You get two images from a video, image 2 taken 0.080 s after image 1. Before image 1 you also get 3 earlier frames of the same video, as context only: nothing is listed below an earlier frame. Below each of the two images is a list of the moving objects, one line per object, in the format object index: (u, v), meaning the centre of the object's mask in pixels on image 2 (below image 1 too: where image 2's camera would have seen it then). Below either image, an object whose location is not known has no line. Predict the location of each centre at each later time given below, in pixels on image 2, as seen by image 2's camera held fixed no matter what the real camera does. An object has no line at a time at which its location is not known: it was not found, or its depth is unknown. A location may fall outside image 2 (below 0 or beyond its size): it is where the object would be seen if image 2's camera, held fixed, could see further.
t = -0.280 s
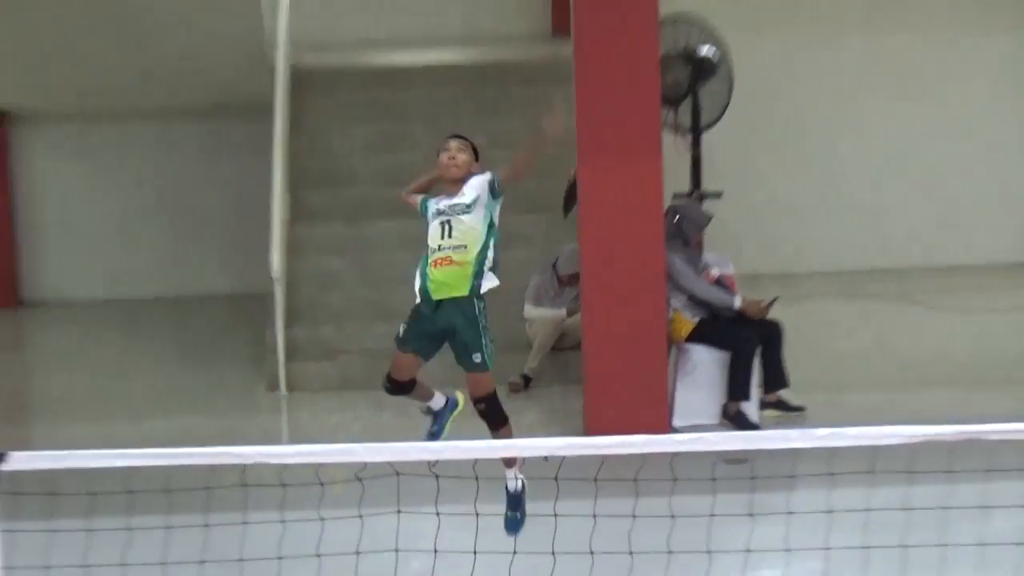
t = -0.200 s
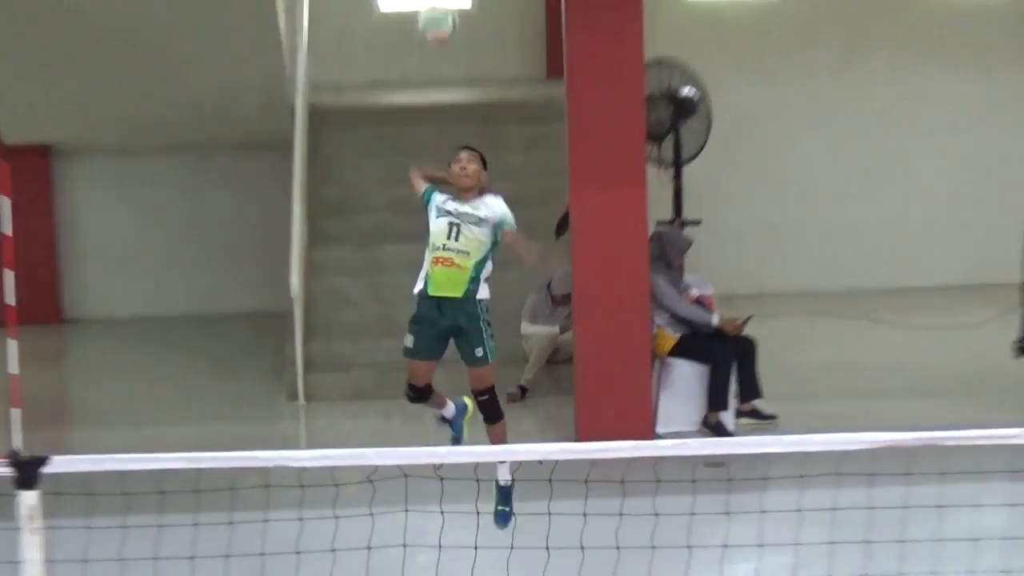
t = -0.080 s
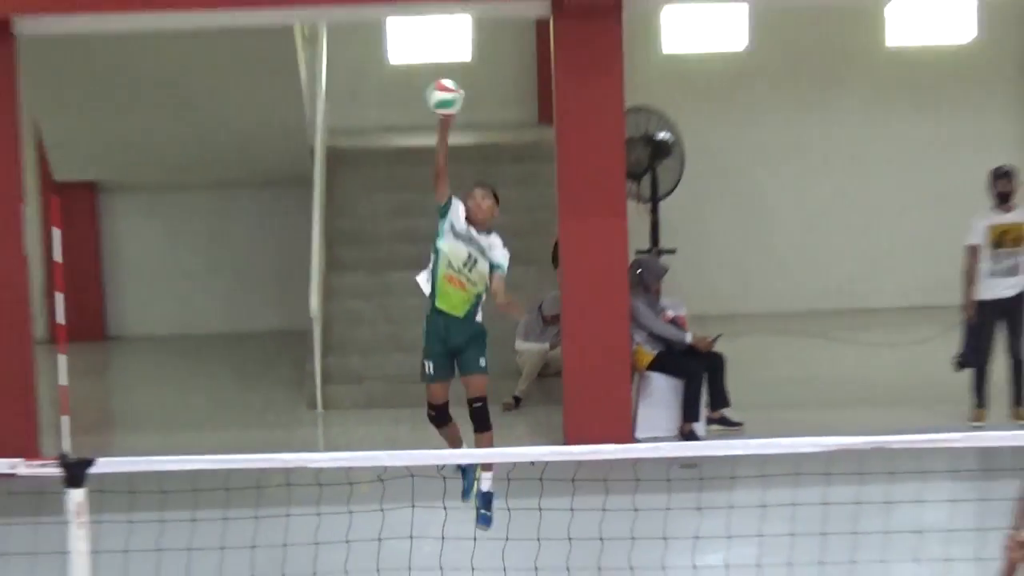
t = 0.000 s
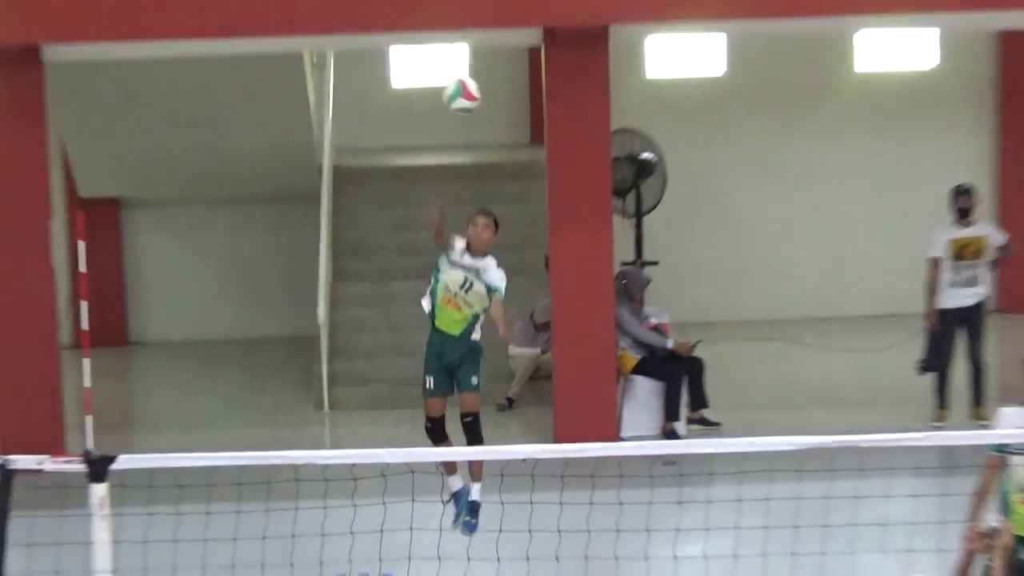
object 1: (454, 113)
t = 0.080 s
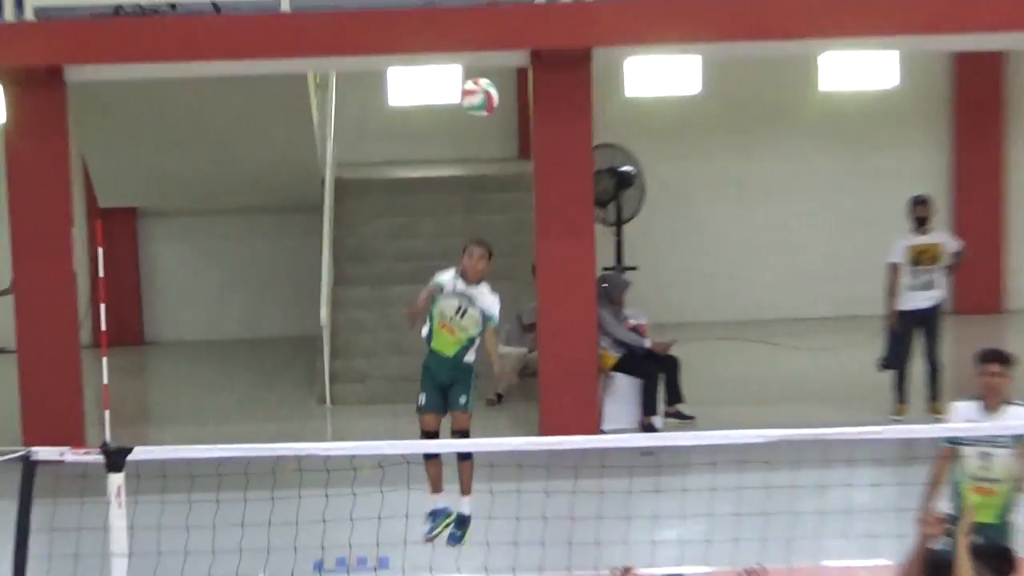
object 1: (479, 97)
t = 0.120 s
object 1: (495, 91)
